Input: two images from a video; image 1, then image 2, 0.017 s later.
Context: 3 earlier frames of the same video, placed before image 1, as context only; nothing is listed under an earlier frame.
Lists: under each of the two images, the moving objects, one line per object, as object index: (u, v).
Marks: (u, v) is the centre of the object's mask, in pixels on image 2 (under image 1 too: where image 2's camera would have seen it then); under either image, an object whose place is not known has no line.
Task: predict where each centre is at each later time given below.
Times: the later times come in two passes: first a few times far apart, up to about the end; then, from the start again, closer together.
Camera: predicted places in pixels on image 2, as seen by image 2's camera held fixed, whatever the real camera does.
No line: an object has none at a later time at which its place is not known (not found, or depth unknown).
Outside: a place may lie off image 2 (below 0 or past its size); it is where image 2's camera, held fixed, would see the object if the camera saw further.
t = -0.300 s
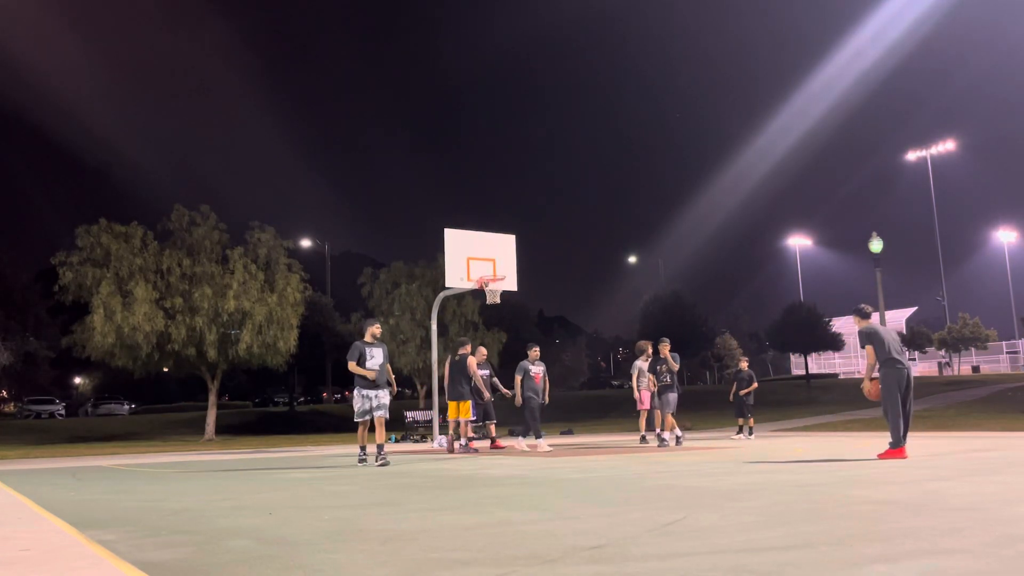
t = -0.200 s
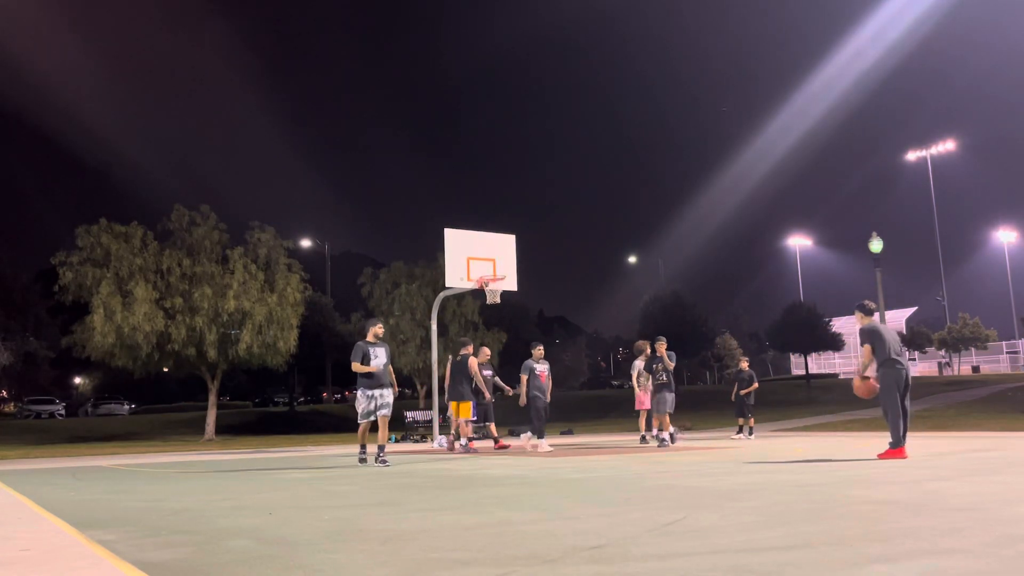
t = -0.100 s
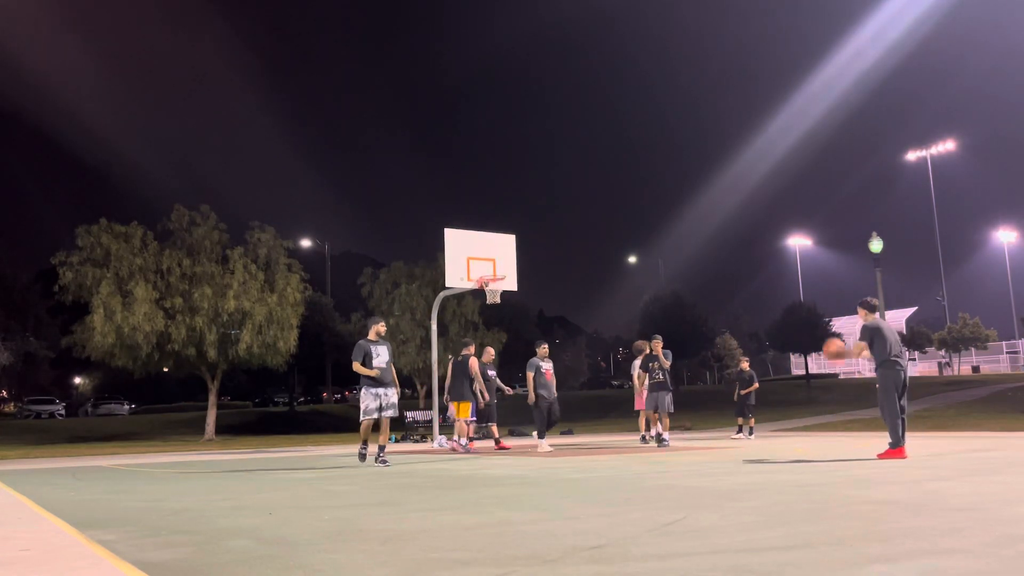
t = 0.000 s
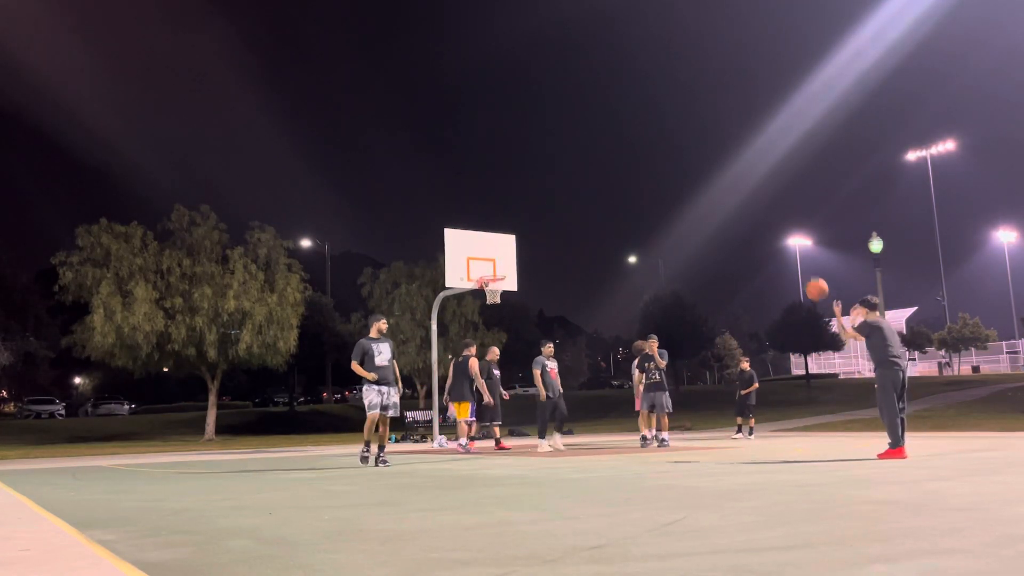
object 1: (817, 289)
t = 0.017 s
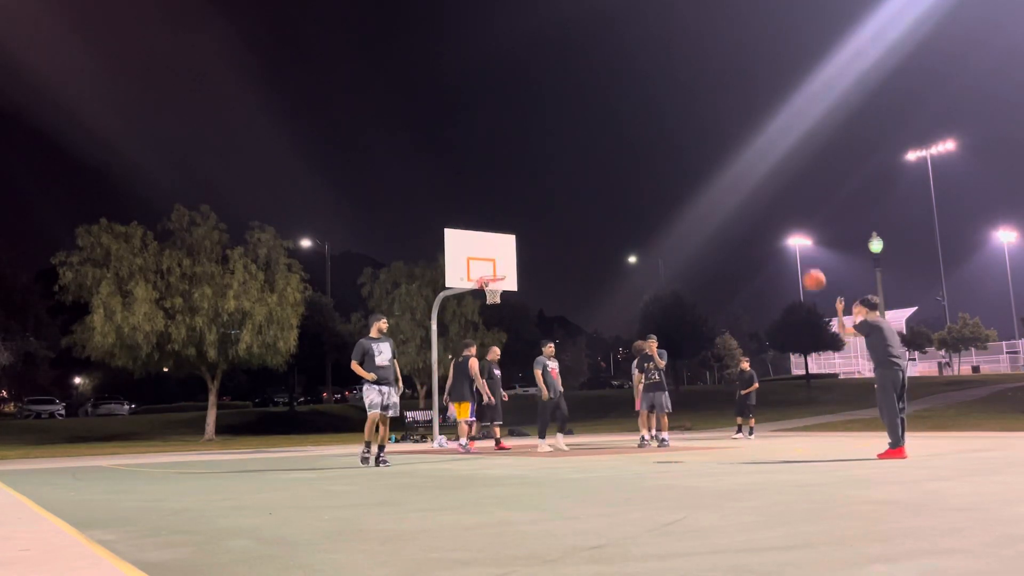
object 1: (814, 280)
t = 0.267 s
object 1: (778, 181)
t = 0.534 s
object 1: (749, 139)
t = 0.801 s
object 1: (727, 151)
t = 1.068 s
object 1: (710, 215)
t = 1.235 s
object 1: (702, 279)
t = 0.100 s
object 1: (801, 239)
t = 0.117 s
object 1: (798, 232)
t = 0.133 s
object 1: (796, 226)
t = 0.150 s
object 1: (794, 220)
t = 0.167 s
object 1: (791, 213)
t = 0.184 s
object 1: (789, 207)
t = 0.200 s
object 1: (786, 202)
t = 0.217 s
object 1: (784, 196)
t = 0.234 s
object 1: (782, 191)
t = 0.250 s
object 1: (780, 186)
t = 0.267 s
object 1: (778, 181)
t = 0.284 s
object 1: (776, 177)
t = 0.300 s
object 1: (774, 173)
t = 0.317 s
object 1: (772, 169)
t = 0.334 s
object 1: (770, 165)
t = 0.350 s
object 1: (768, 162)
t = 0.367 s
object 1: (766, 158)
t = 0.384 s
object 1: (764, 155)
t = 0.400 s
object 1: (762, 153)
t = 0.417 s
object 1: (761, 150)
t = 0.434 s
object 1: (759, 148)
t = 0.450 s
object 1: (757, 146)
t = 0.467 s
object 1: (756, 144)
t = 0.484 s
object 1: (754, 142)
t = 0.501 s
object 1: (752, 141)
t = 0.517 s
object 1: (751, 140)
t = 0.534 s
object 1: (749, 139)
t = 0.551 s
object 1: (748, 138)
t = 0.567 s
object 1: (746, 137)
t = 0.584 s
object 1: (745, 137)
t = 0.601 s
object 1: (743, 137)
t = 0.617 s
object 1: (742, 137)
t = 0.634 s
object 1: (740, 137)
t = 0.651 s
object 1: (739, 138)
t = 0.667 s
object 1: (737, 139)
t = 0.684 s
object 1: (736, 140)
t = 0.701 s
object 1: (734, 140)
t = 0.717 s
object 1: (733, 142)
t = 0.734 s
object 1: (732, 143)
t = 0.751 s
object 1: (731, 145)
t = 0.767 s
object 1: (729, 147)
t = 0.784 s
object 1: (728, 149)
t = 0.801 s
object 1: (727, 151)
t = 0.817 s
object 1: (725, 154)
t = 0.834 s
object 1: (725, 157)
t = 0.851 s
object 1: (723, 160)
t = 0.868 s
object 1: (722, 163)
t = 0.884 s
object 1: (721, 166)
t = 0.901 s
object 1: (720, 169)
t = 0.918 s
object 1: (719, 173)
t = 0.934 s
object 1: (718, 177)
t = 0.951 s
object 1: (717, 181)
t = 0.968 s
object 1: (716, 185)
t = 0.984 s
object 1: (715, 190)
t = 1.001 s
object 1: (713, 194)
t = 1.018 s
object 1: (713, 199)
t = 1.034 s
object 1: (712, 204)
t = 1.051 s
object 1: (711, 209)
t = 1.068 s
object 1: (710, 215)
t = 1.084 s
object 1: (709, 221)
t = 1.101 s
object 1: (708, 226)
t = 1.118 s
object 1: (707, 232)
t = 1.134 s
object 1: (706, 238)
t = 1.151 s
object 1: (706, 245)
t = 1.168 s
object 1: (705, 251)
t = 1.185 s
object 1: (704, 258)
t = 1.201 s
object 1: (703, 265)
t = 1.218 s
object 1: (702, 272)
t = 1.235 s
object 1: (702, 279)
